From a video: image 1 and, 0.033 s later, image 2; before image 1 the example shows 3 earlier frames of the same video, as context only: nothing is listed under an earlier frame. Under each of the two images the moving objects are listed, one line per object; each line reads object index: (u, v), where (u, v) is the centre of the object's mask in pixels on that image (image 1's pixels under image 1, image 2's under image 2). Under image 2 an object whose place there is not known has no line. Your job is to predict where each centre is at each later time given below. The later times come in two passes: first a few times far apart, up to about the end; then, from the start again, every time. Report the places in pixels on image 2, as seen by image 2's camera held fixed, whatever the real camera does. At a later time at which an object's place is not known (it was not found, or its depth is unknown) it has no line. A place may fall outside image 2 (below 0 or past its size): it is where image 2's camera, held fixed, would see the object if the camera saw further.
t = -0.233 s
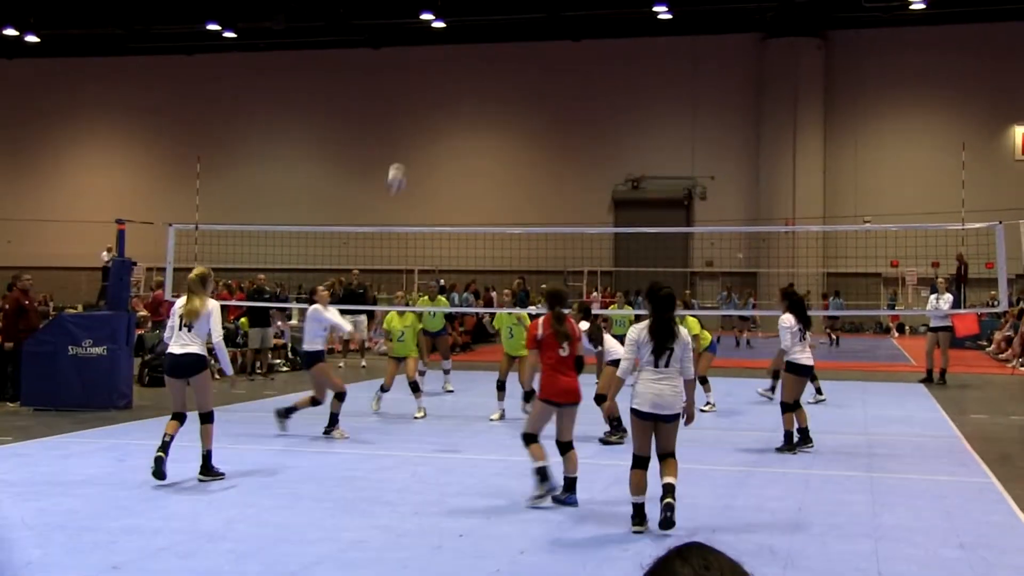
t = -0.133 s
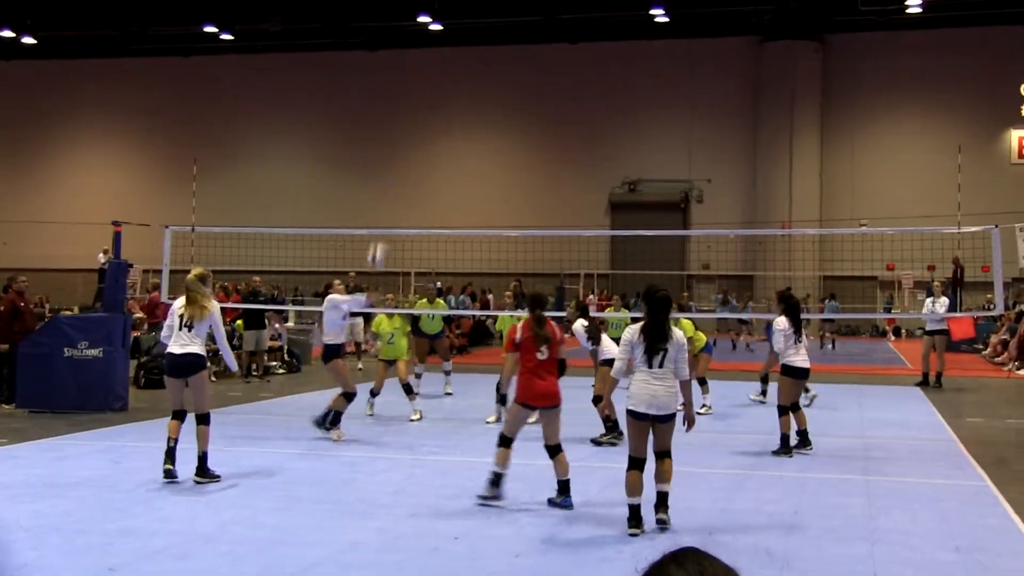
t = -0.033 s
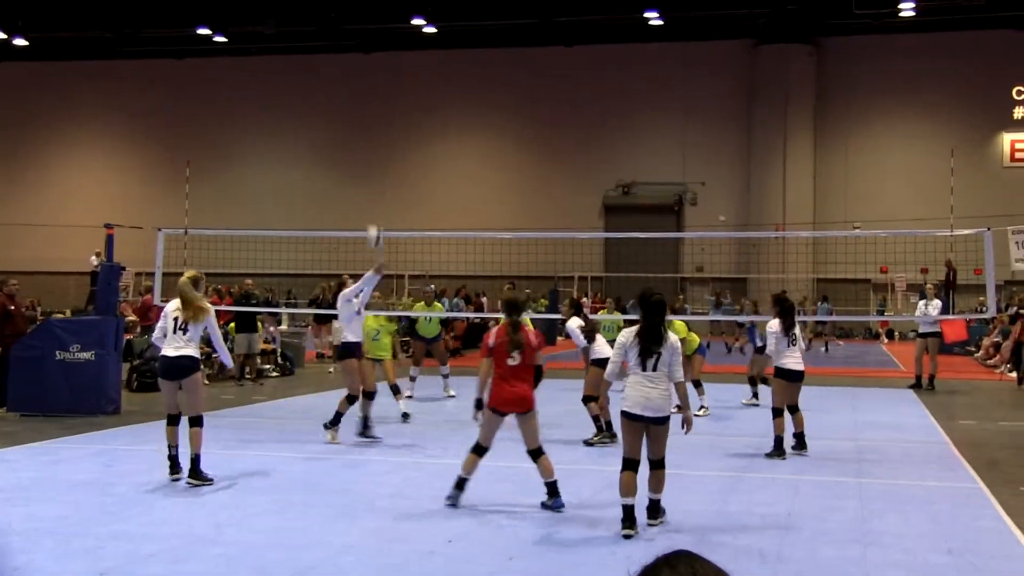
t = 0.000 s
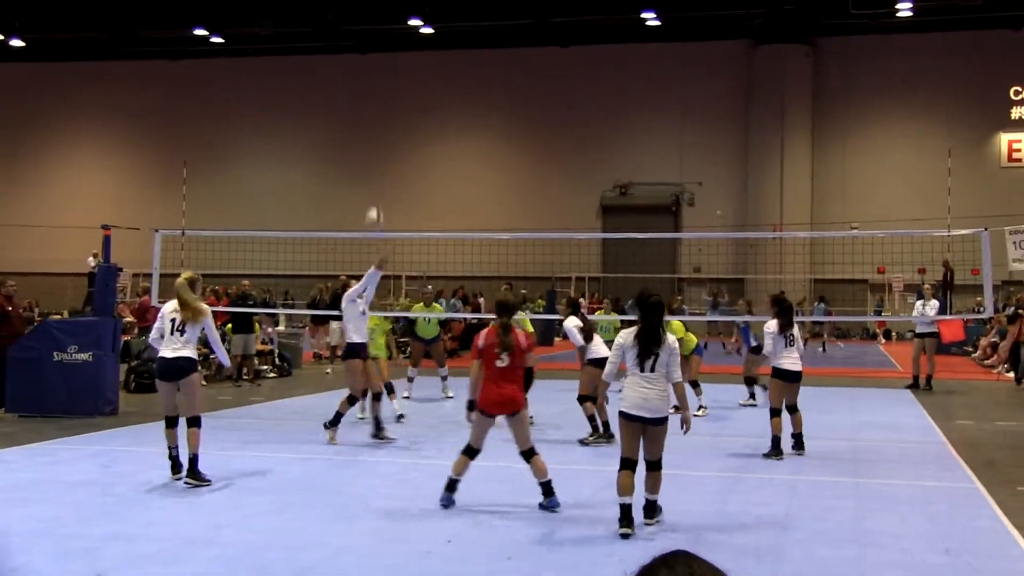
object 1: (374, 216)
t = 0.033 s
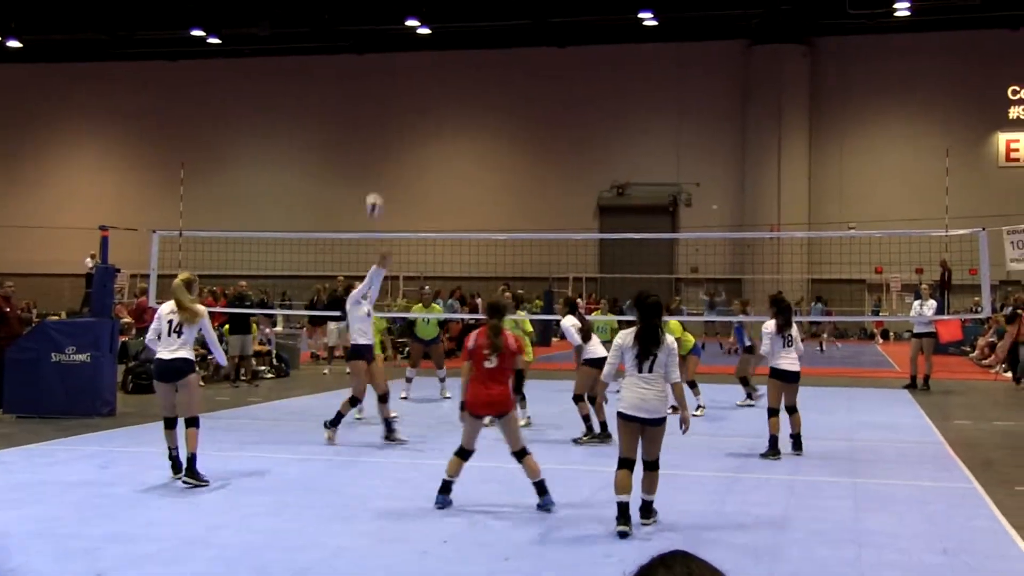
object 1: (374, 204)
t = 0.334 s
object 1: (391, 121)
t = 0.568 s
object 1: (401, 116)
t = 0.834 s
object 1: (410, 159)
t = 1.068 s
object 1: (417, 227)
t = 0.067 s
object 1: (376, 187)
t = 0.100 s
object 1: (379, 176)
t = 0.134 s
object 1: (381, 163)
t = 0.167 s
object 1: (384, 155)
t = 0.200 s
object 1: (385, 145)
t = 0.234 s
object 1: (387, 138)
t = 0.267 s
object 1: (388, 130)
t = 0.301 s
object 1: (390, 125)
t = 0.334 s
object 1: (391, 121)
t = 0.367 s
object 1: (392, 118)
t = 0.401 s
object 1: (394, 116)
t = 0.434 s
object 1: (395, 113)
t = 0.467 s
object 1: (397, 113)
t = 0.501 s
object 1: (398, 113)
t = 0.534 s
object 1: (400, 115)
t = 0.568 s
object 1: (401, 116)
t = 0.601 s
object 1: (403, 119)
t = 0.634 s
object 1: (404, 124)
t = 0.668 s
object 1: (405, 127)
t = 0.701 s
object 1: (407, 133)
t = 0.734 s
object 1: (407, 135)
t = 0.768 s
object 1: (409, 144)
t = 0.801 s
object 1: (409, 151)
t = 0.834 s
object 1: (410, 159)
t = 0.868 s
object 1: (411, 167)
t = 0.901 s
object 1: (413, 175)
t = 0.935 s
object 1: (412, 185)
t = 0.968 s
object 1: (414, 195)
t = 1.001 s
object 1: (415, 206)
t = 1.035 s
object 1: (415, 217)
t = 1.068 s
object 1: (417, 227)
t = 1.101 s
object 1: (417, 241)
